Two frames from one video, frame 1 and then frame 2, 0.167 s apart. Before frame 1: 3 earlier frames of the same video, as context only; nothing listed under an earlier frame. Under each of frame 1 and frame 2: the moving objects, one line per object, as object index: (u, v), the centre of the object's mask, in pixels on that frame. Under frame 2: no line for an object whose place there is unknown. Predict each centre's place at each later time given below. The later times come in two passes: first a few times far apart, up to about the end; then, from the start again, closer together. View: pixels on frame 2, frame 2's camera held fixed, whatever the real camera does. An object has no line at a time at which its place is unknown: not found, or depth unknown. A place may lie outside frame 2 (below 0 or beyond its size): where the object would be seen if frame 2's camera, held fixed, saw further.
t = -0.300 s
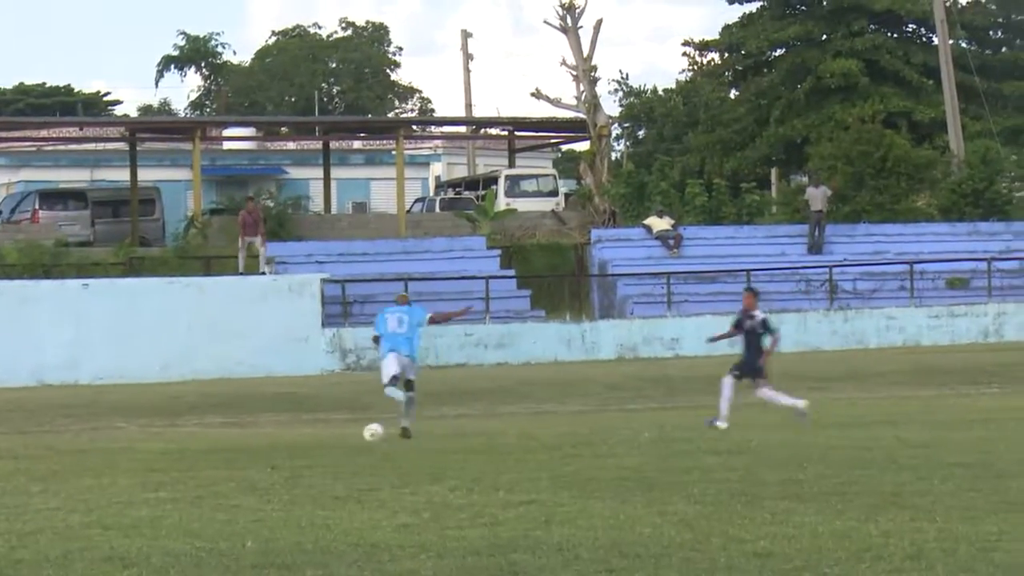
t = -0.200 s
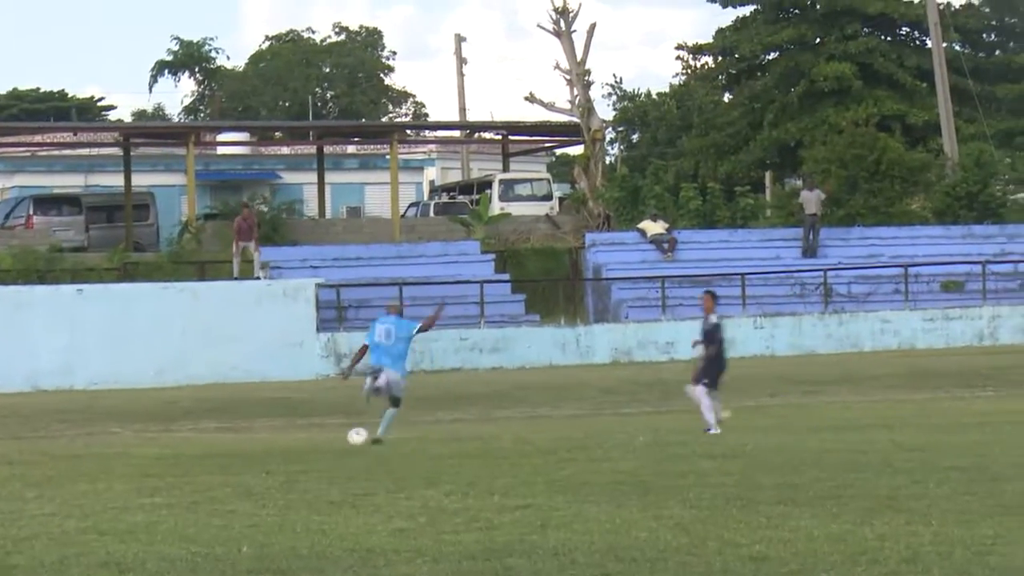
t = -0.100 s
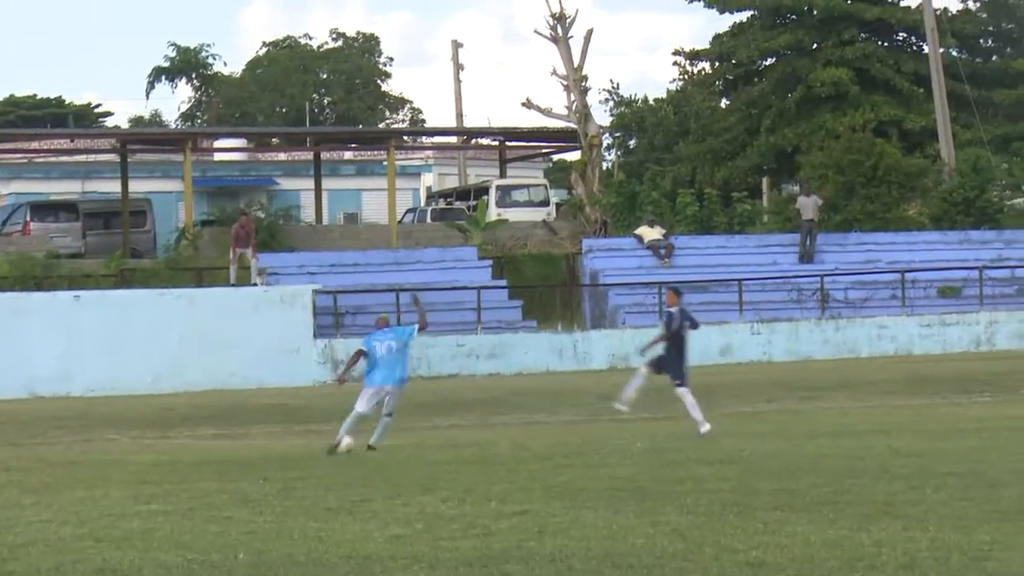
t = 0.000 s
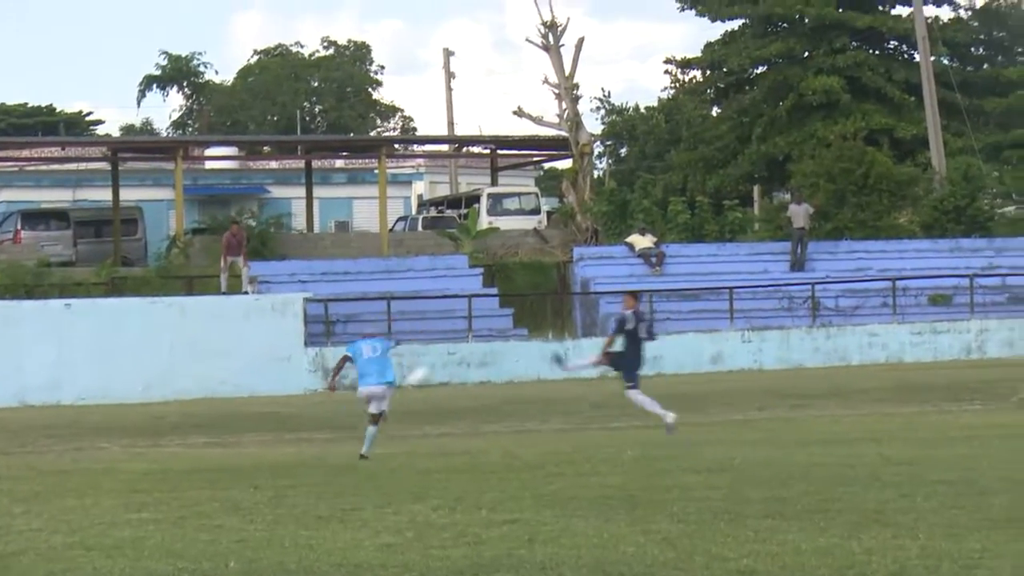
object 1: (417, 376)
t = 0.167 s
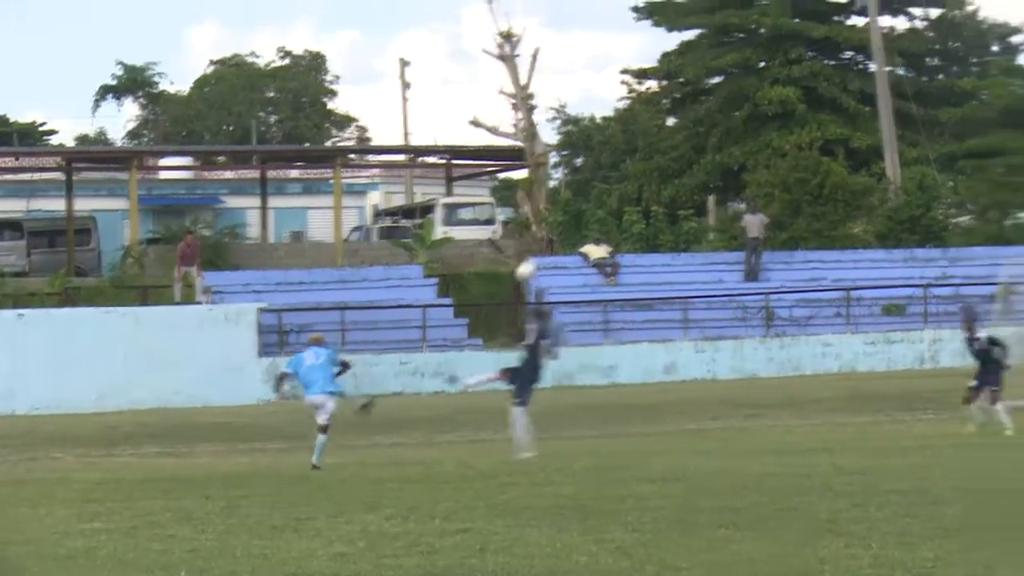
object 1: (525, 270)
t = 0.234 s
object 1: (584, 233)
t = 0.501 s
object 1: (794, 122)
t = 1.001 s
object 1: (1157, 46)
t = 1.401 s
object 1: (1475, 92)
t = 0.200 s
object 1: (555, 249)
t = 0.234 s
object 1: (584, 233)
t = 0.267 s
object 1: (611, 215)
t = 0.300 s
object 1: (639, 199)
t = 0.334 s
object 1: (666, 185)
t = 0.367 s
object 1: (692, 170)
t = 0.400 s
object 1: (718, 157)
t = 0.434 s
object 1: (743, 144)
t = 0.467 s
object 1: (769, 133)
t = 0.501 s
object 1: (794, 122)
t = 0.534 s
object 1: (818, 111)
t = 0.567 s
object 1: (842, 102)
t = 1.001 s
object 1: (1157, 46)
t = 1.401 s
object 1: (1475, 92)
